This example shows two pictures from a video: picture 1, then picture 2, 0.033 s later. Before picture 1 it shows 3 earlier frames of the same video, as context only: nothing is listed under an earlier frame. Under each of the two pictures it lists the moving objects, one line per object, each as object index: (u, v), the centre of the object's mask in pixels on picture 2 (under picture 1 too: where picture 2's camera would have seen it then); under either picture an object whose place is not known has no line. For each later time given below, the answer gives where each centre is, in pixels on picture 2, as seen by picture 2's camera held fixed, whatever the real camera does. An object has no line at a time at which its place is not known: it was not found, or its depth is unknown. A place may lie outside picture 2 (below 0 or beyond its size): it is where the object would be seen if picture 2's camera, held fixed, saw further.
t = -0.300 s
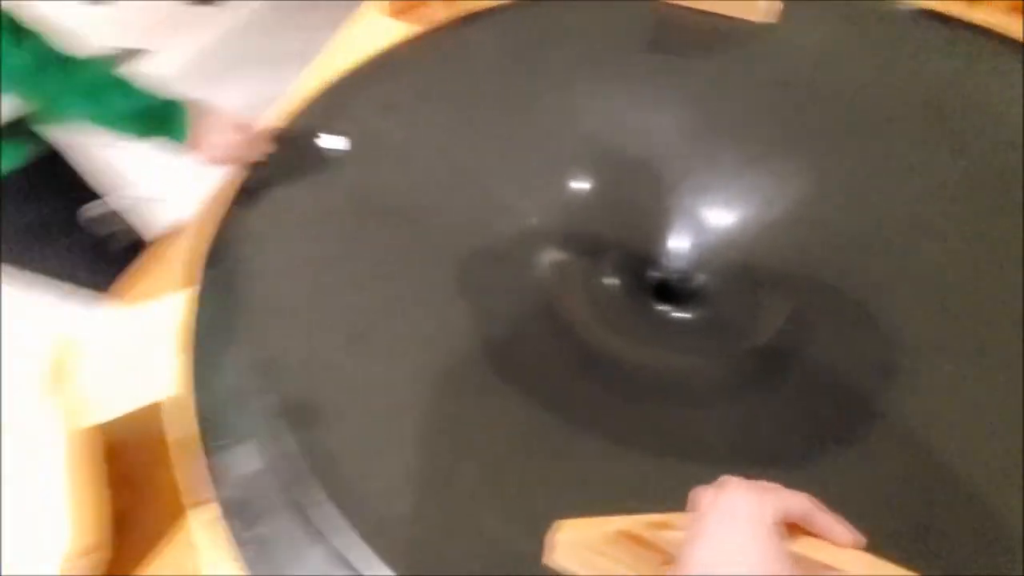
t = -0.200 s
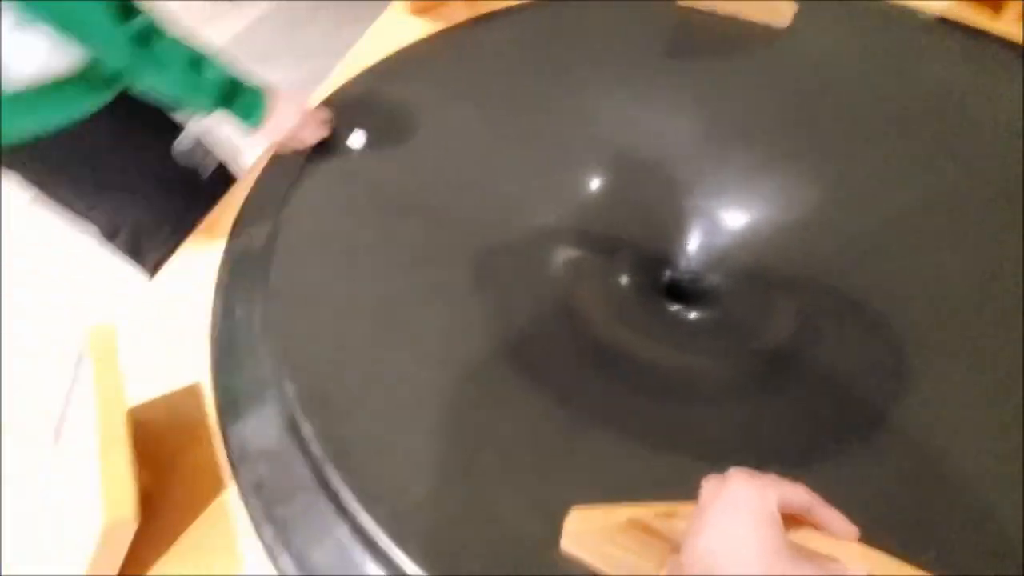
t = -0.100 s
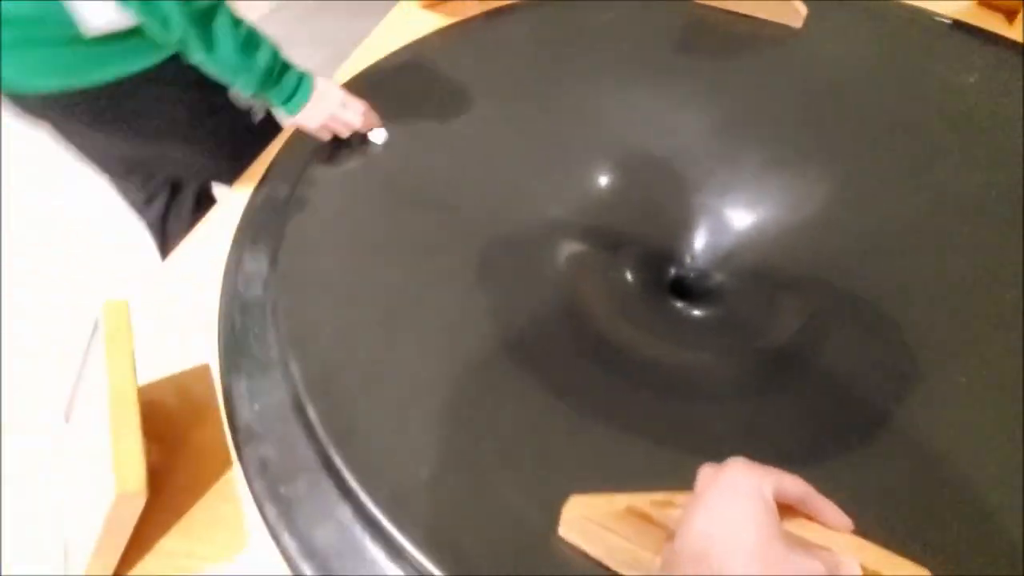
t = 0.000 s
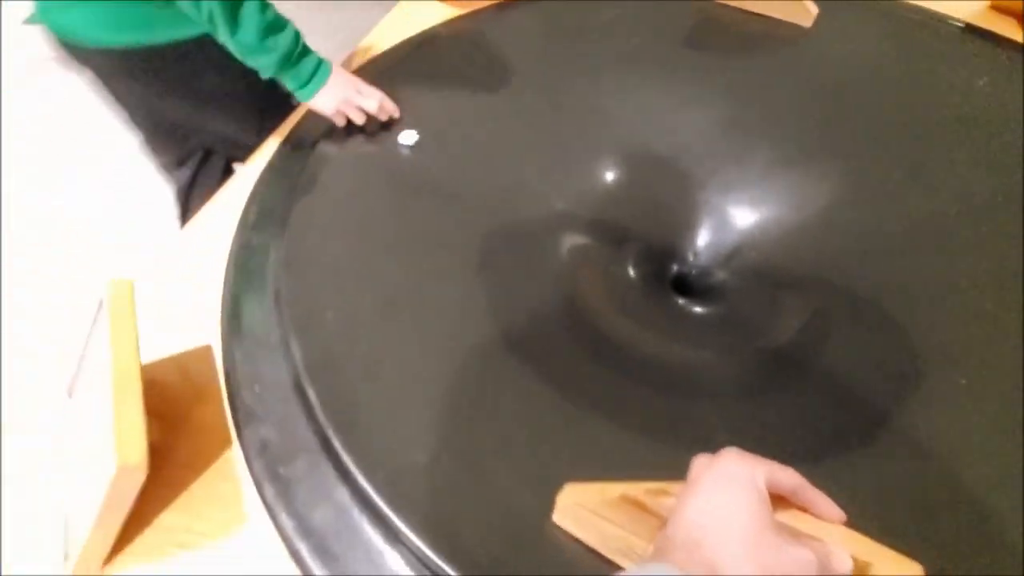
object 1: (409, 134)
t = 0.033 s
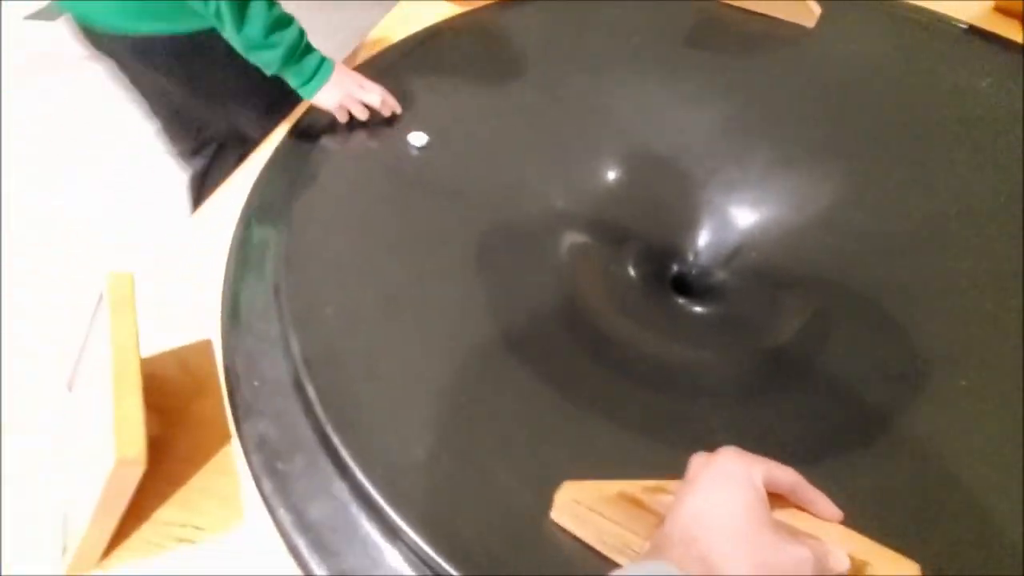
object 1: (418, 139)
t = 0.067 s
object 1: (426, 144)
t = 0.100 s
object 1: (434, 148)
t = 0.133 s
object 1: (442, 150)
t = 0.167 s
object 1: (451, 152)
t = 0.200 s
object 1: (461, 151)
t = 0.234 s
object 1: (468, 155)
